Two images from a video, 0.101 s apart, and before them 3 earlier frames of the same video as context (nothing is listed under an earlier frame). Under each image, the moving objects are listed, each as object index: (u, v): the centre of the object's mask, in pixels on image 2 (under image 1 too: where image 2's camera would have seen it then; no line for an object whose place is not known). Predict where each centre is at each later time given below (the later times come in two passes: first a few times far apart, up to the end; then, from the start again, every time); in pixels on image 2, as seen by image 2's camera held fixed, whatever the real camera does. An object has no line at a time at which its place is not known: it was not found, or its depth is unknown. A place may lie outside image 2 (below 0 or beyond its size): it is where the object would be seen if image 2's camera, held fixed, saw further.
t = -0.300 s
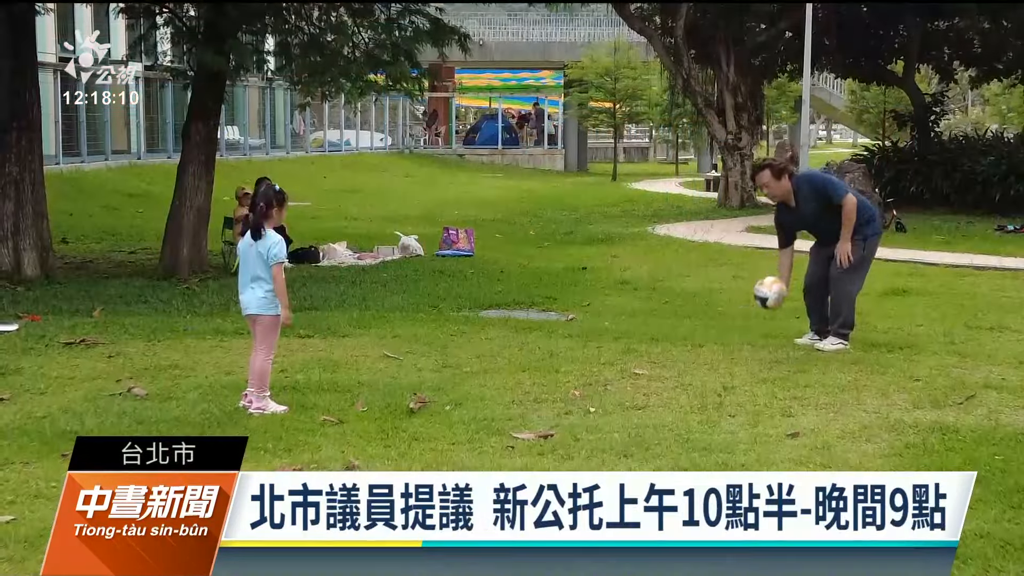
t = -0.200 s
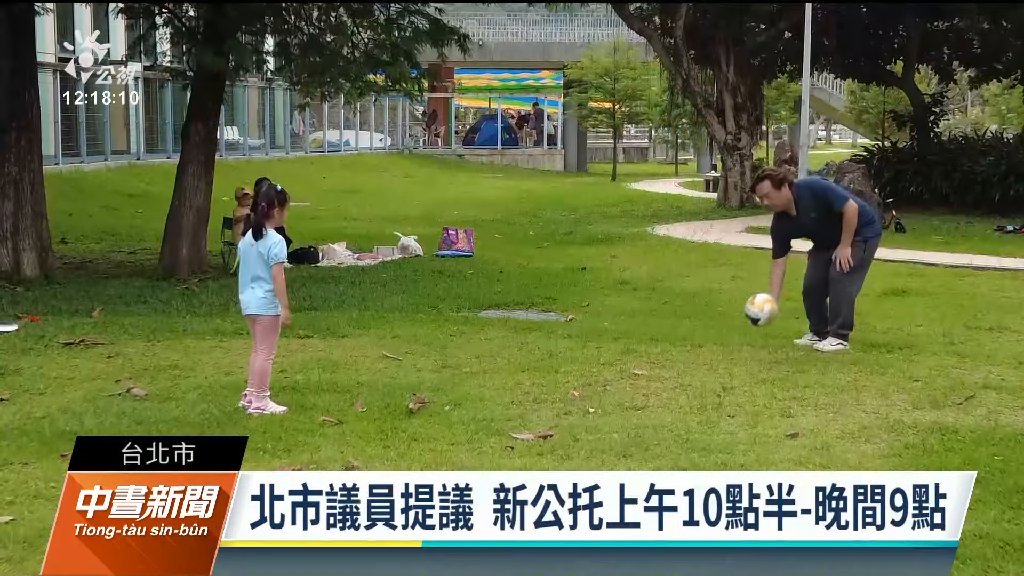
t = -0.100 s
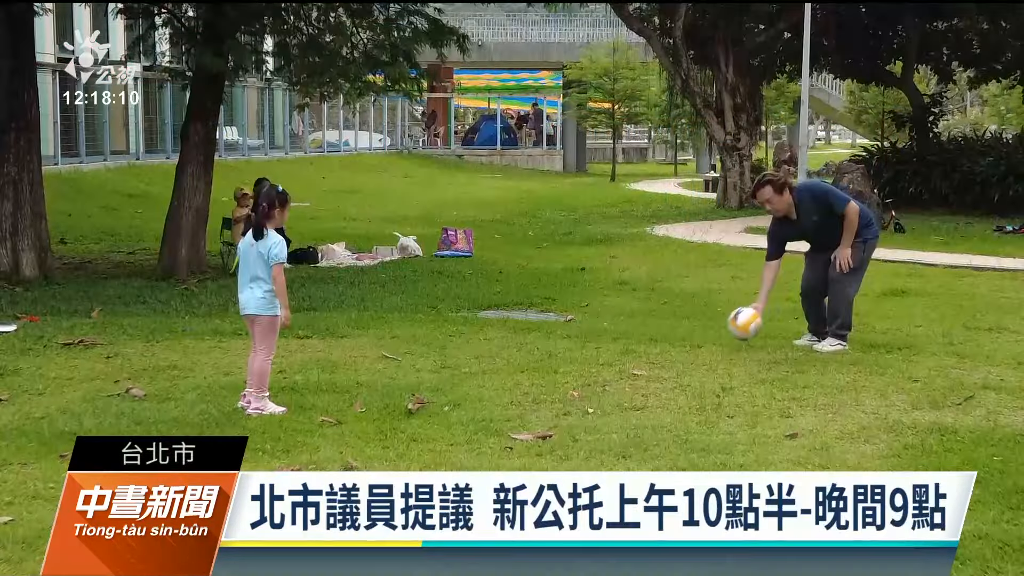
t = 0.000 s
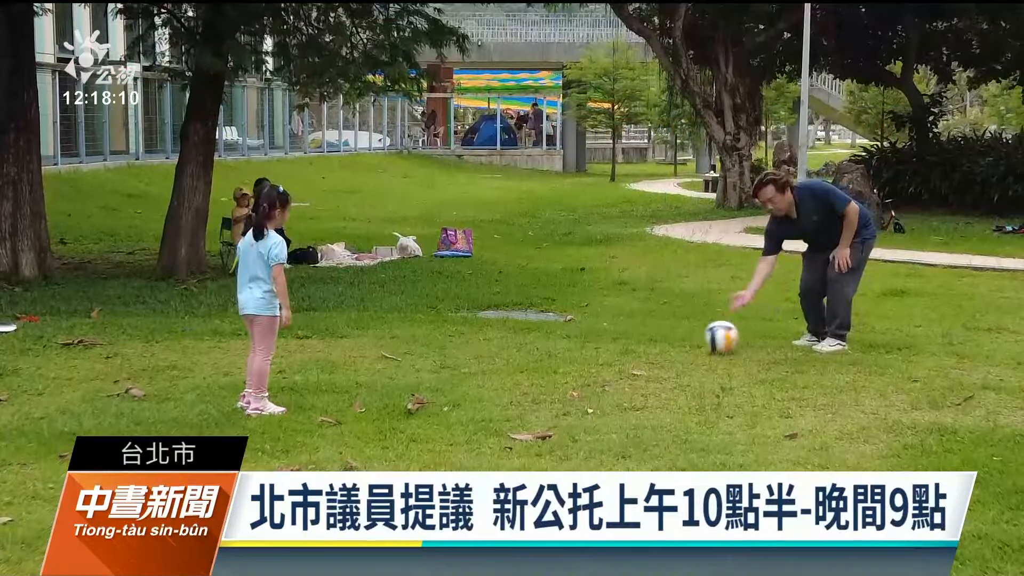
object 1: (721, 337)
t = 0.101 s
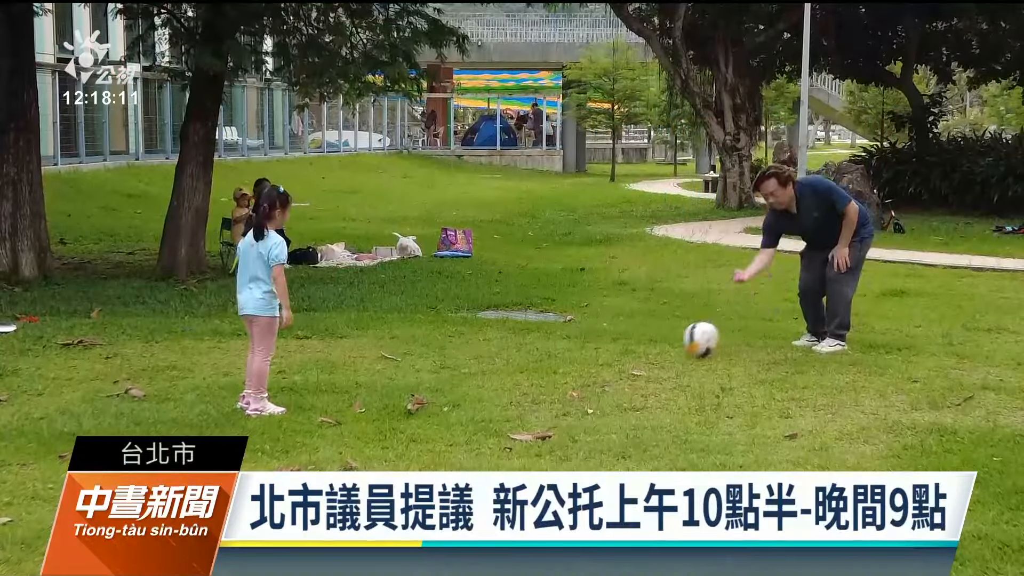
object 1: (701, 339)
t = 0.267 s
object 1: (667, 344)
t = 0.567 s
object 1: (606, 354)
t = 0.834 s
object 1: (552, 363)
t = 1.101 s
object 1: (502, 370)
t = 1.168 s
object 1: (490, 373)
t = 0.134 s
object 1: (694, 342)
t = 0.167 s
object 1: (688, 343)
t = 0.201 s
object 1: (681, 344)
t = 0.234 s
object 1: (674, 343)
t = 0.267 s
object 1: (667, 344)
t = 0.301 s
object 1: (661, 346)
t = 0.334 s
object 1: (655, 349)
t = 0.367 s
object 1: (648, 350)
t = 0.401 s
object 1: (641, 350)
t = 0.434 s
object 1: (634, 352)
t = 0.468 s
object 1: (626, 355)
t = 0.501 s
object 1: (620, 354)
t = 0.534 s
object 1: (613, 354)
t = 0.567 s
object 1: (606, 354)
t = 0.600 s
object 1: (599, 357)
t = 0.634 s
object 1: (593, 359)
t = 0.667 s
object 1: (586, 359)
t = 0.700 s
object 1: (579, 358)
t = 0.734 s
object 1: (573, 359)
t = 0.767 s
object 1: (566, 362)
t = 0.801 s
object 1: (559, 363)
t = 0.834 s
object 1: (552, 363)
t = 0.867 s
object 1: (546, 365)
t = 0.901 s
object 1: (538, 365)
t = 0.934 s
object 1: (532, 364)
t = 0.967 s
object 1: (527, 364)
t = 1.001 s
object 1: (521, 367)
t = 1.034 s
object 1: (515, 370)
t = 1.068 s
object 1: (508, 370)
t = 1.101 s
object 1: (502, 370)
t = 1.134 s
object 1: (498, 371)
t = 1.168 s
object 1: (490, 373)
